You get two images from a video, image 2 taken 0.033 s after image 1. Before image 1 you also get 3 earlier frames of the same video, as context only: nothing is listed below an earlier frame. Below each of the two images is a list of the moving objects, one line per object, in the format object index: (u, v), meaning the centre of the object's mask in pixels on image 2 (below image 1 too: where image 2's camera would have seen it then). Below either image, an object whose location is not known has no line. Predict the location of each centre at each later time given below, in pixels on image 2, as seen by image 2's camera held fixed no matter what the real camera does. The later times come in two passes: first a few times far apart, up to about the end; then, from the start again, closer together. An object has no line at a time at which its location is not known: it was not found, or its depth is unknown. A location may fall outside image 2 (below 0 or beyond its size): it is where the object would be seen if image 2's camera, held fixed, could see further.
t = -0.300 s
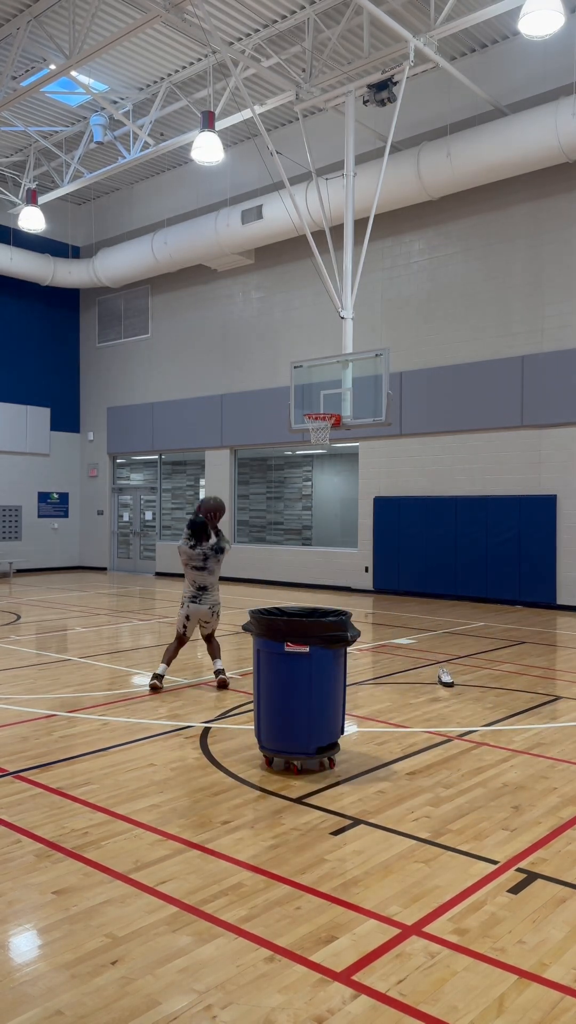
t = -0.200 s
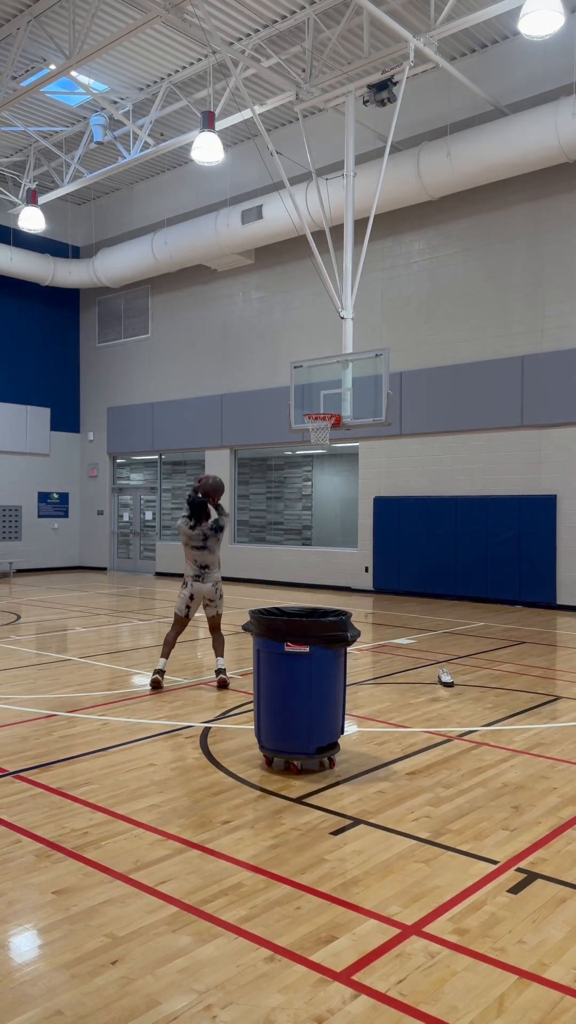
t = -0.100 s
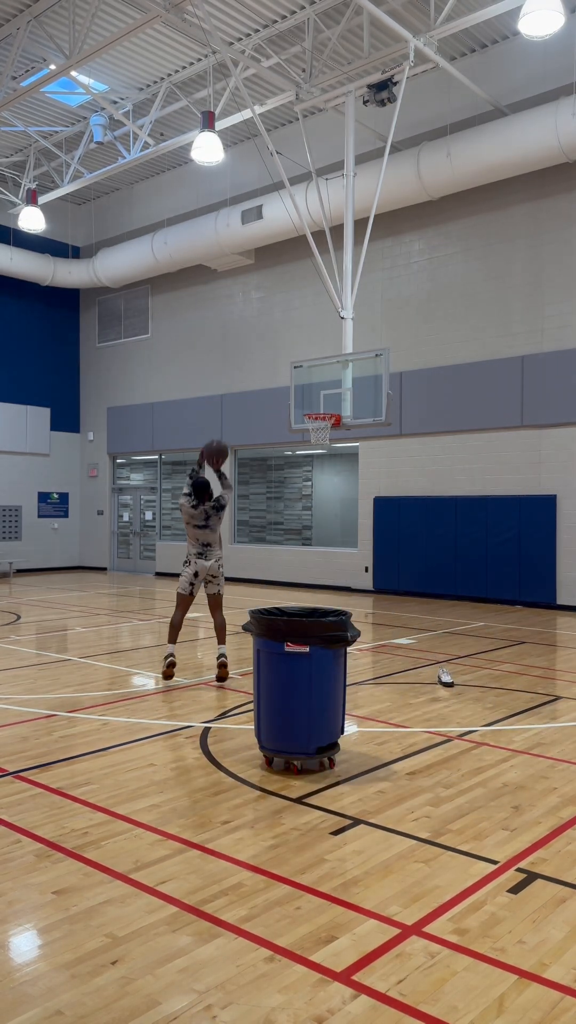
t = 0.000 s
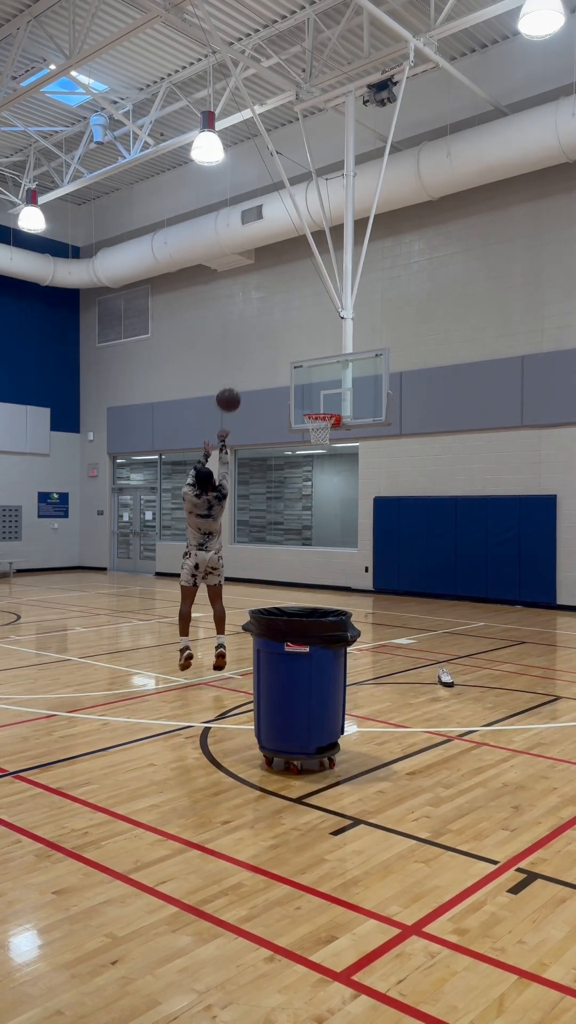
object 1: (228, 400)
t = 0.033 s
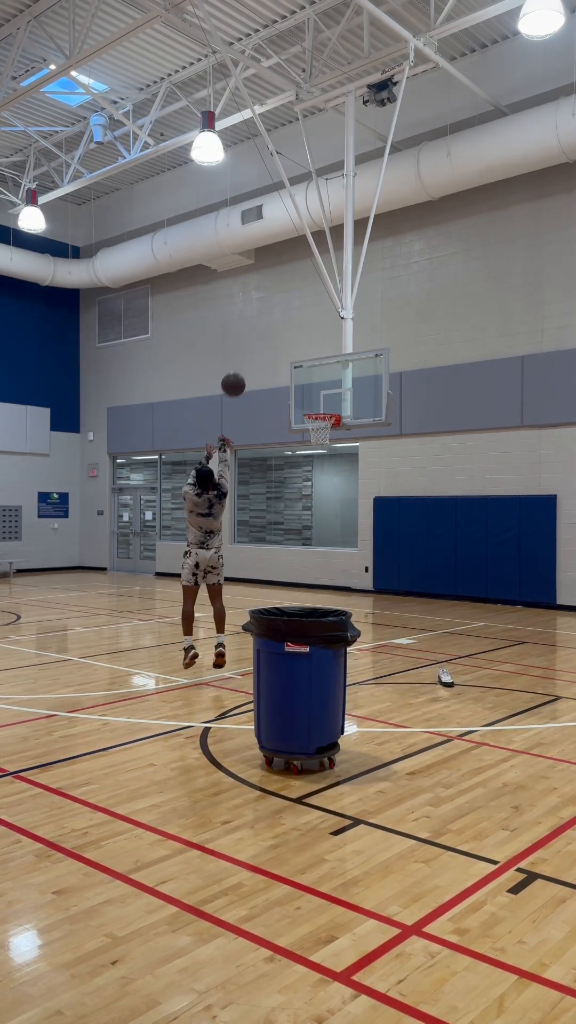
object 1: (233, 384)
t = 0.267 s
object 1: (263, 318)
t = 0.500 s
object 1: (285, 310)
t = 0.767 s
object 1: (305, 348)
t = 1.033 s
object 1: (320, 419)
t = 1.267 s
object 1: (323, 425)
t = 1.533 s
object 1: (320, 451)
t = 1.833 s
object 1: (316, 532)
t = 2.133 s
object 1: (313, 580)
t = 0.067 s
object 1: (238, 371)
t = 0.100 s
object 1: (242, 359)
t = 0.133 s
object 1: (247, 348)
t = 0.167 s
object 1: (251, 338)
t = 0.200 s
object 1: (255, 331)
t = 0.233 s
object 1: (259, 324)
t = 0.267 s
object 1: (263, 318)
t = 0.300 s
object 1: (266, 314)
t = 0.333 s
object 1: (270, 311)
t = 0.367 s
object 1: (273, 309)
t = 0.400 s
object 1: (276, 308)
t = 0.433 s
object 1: (279, 307)
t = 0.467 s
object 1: (282, 308)
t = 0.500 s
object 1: (285, 310)
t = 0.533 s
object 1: (288, 312)
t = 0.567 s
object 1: (291, 315)
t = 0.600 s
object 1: (293, 319)
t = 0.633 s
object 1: (296, 323)
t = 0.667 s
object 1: (298, 329)
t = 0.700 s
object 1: (301, 334)
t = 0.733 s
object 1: (303, 341)
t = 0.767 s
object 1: (305, 348)
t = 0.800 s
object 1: (307, 356)
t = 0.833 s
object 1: (309, 364)
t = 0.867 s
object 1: (311, 373)
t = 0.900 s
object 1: (313, 382)
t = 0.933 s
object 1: (315, 392)
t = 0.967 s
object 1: (317, 402)
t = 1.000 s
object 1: (319, 409)
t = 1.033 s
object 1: (320, 419)
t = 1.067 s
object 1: (322, 424)
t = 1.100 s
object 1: (323, 430)
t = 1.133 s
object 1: (324, 429)
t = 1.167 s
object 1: (323, 427)
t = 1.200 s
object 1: (323, 426)
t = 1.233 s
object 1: (323, 425)
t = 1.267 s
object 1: (323, 425)
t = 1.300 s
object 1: (323, 426)
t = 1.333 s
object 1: (322, 429)
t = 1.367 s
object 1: (322, 431)
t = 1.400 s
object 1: (321, 433)
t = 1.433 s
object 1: (321, 439)
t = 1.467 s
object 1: (320, 442)
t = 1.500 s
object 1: (320, 446)
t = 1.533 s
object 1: (320, 451)
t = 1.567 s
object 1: (319, 458)
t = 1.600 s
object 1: (319, 465)
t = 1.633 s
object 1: (318, 472)
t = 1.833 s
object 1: (316, 532)
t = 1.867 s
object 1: (315, 545)
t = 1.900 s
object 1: (315, 557)
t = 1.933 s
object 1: (315, 571)
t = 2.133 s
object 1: (313, 580)
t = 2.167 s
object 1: (313, 571)
